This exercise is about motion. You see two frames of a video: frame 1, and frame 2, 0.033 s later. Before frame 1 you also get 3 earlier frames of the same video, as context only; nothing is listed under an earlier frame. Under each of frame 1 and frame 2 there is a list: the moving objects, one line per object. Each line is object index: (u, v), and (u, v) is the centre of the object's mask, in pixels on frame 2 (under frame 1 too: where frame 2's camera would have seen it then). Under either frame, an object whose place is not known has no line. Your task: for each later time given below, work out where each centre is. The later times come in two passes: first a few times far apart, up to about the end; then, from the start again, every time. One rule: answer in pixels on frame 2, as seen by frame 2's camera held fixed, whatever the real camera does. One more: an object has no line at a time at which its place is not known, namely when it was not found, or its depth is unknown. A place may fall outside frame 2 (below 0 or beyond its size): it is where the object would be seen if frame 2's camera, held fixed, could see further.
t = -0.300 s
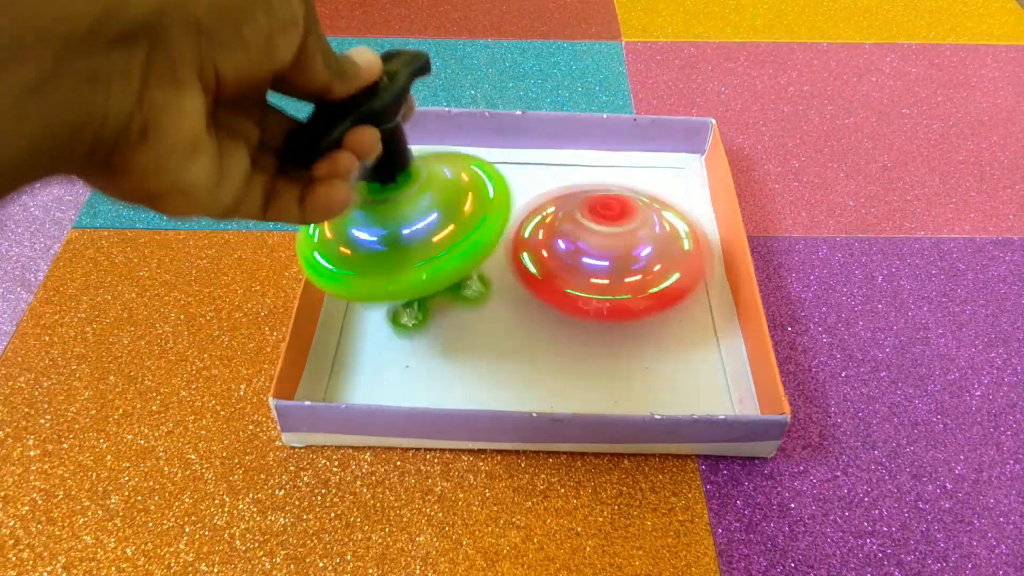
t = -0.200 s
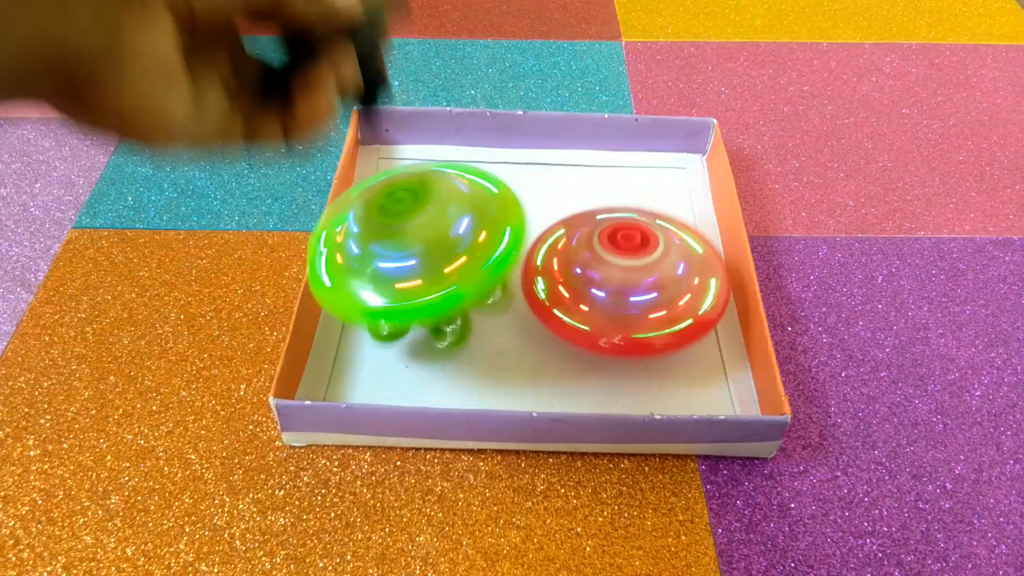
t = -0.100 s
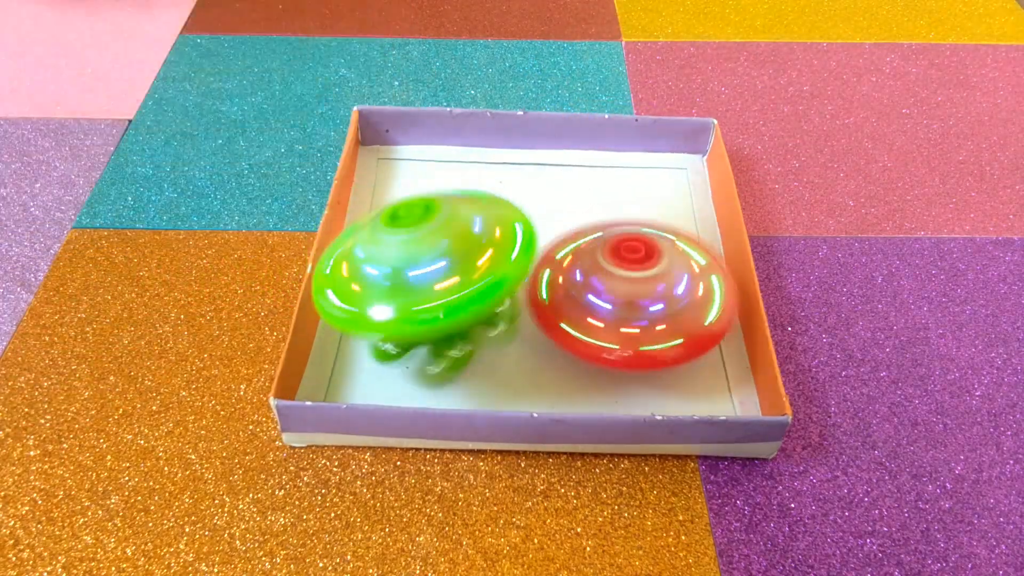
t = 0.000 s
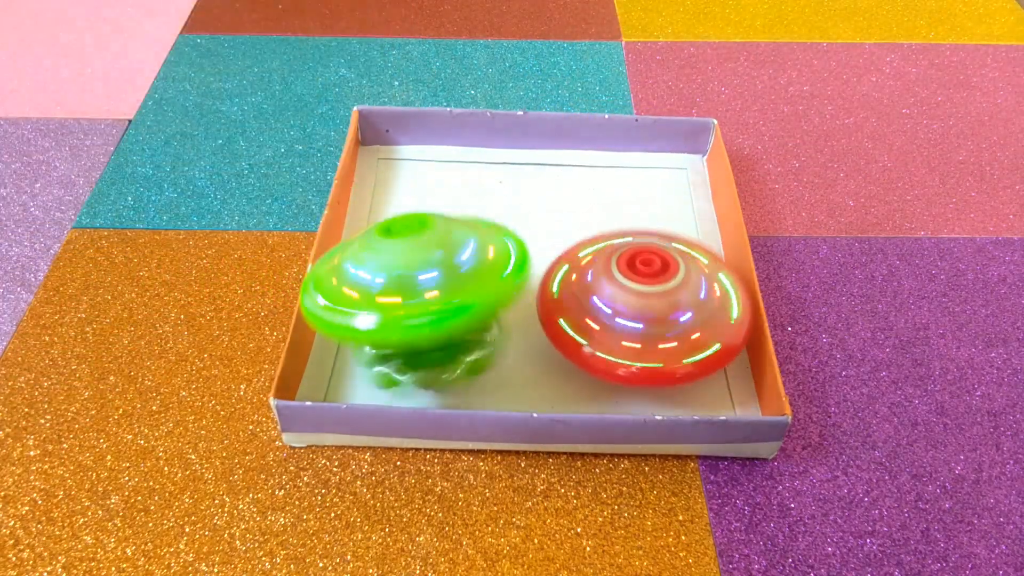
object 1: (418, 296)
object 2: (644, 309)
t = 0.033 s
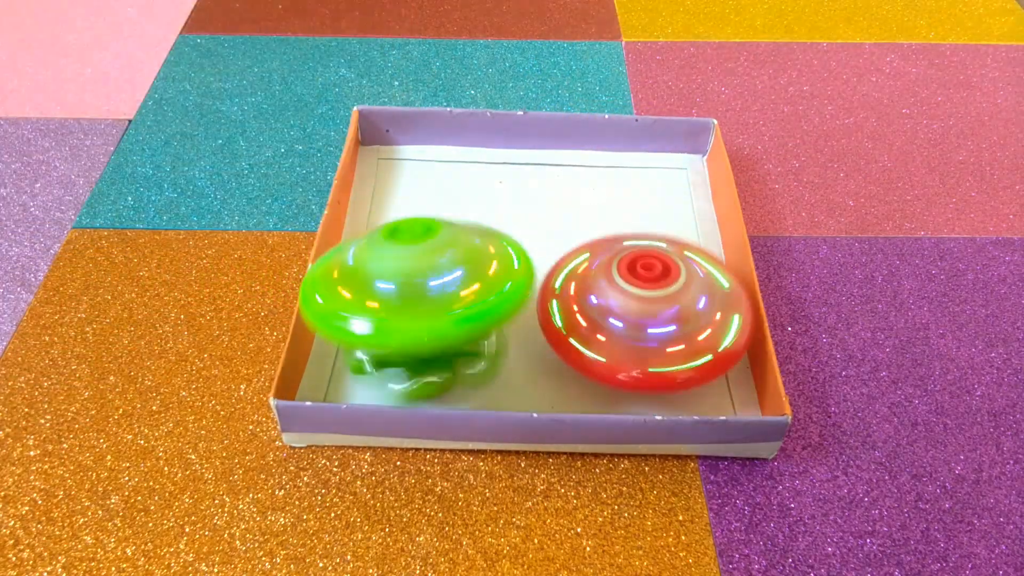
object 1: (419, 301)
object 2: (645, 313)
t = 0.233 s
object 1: (410, 295)
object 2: (645, 340)
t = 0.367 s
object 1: (380, 286)
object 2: (642, 341)
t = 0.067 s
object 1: (416, 309)
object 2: (646, 318)
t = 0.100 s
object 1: (411, 311)
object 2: (646, 322)
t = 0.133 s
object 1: (418, 311)
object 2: (646, 326)
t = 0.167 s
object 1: (410, 303)
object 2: (646, 330)
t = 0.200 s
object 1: (408, 299)
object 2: (646, 335)
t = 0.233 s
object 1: (410, 295)
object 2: (645, 340)
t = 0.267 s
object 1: (407, 295)
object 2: (645, 343)
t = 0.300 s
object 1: (401, 295)
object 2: (647, 341)
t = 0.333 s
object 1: (391, 294)
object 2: (646, 340)
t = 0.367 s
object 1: (380, 286)
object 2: (642, 341)
